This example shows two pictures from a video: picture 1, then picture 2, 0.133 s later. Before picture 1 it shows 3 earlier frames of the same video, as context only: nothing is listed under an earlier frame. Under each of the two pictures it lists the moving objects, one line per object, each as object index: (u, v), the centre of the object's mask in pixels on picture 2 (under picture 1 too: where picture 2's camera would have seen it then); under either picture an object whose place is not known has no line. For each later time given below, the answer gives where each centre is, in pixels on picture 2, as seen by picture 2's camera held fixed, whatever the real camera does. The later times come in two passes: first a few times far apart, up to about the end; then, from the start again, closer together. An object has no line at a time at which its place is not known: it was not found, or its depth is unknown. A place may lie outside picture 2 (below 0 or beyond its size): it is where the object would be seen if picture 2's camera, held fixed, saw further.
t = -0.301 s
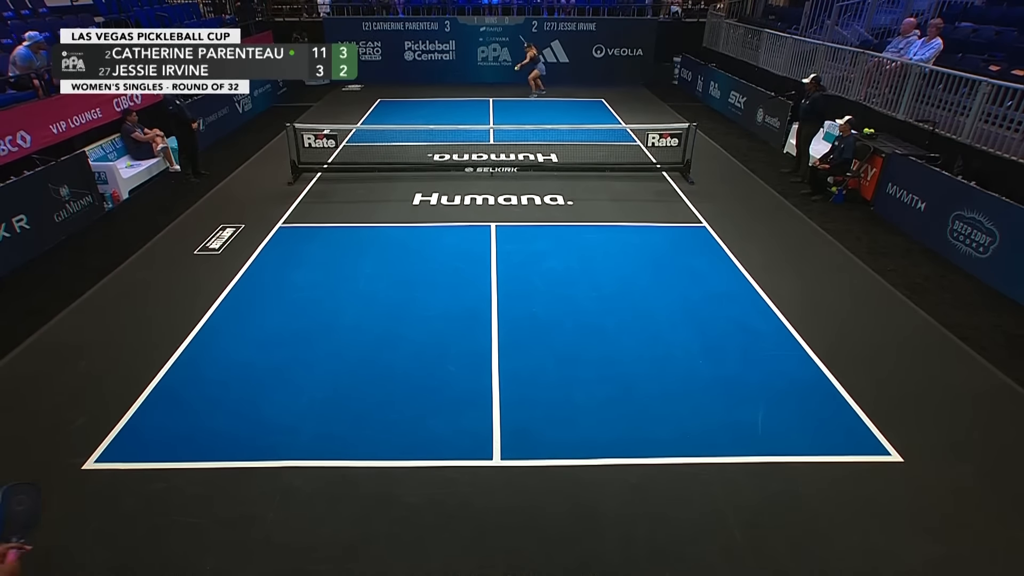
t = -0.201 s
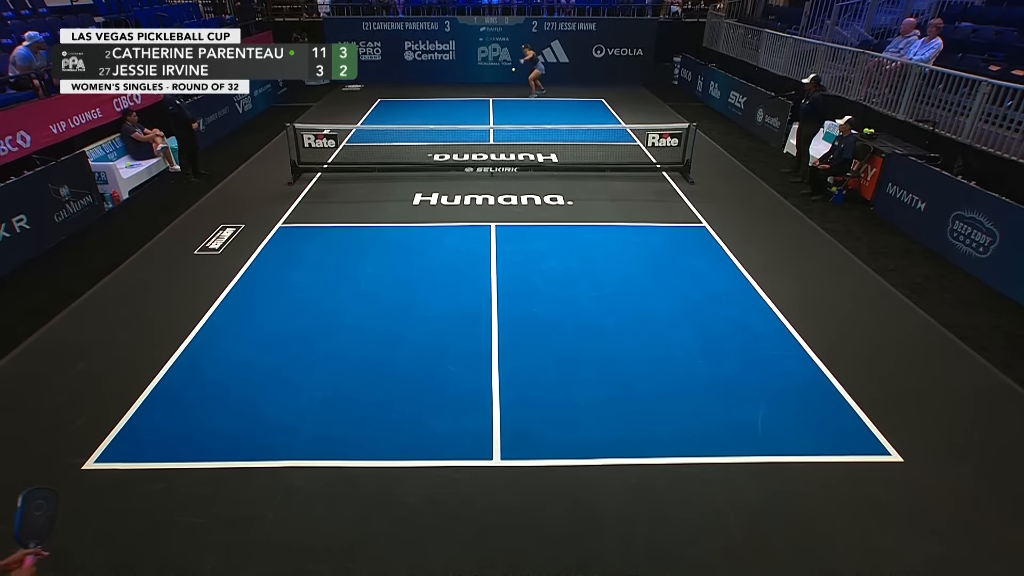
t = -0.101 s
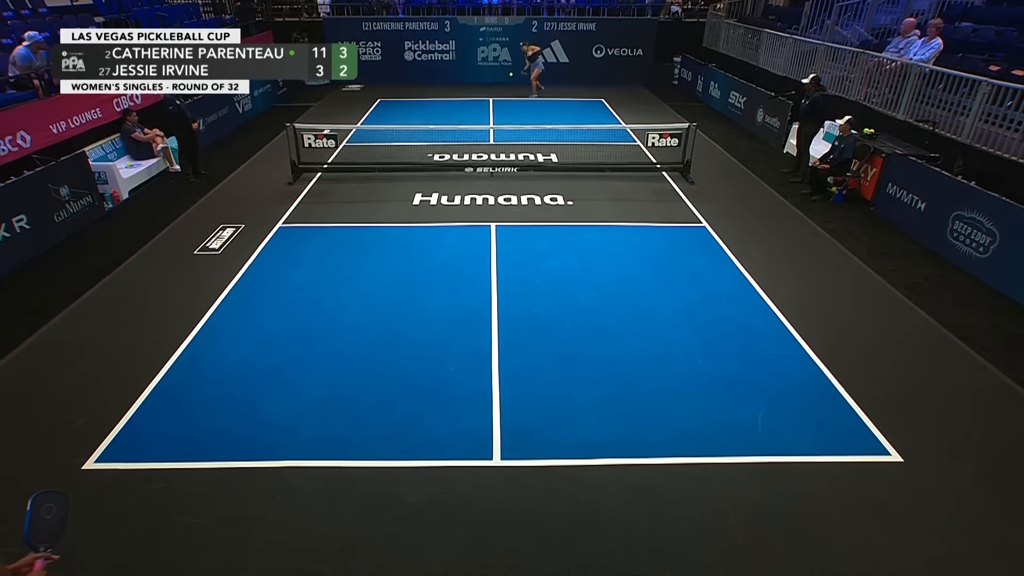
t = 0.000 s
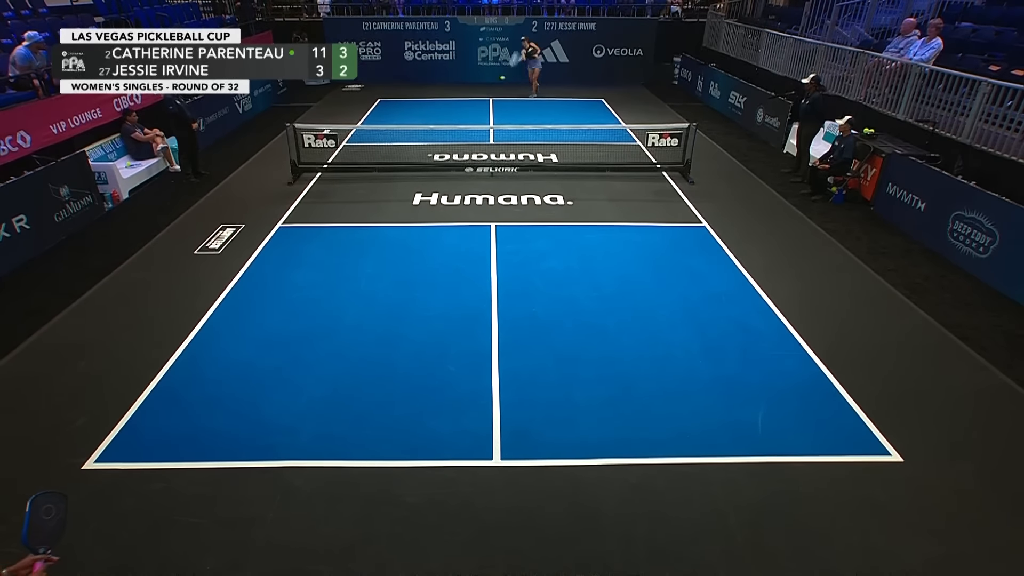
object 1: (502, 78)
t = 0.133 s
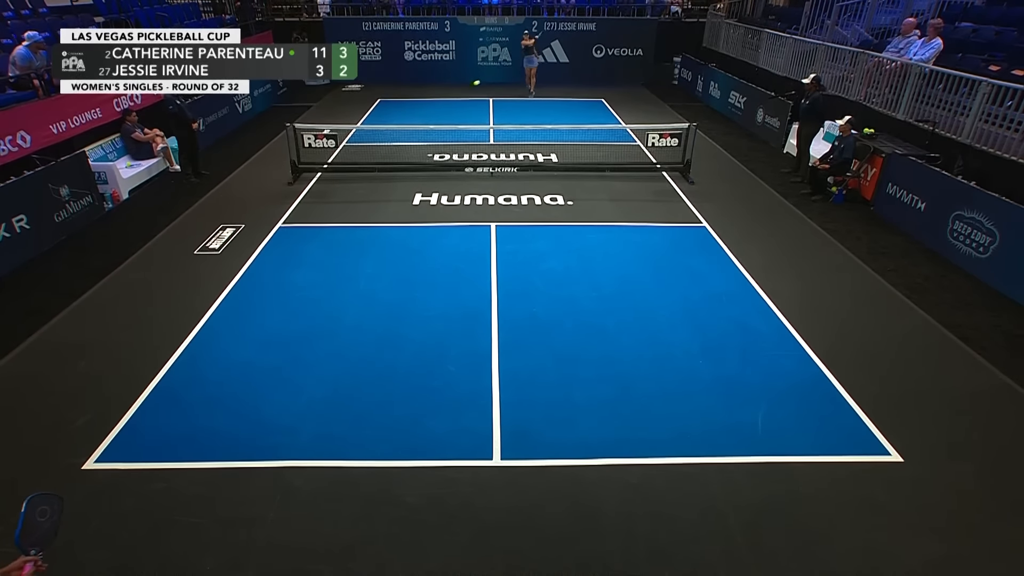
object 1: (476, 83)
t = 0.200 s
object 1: (460, 92)
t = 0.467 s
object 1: (365, 196)
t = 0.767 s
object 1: (167, 388)
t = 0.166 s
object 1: (469, 87)
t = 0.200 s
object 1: (460, 92)
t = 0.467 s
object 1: (365, 196)
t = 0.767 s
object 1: (167, 388)
